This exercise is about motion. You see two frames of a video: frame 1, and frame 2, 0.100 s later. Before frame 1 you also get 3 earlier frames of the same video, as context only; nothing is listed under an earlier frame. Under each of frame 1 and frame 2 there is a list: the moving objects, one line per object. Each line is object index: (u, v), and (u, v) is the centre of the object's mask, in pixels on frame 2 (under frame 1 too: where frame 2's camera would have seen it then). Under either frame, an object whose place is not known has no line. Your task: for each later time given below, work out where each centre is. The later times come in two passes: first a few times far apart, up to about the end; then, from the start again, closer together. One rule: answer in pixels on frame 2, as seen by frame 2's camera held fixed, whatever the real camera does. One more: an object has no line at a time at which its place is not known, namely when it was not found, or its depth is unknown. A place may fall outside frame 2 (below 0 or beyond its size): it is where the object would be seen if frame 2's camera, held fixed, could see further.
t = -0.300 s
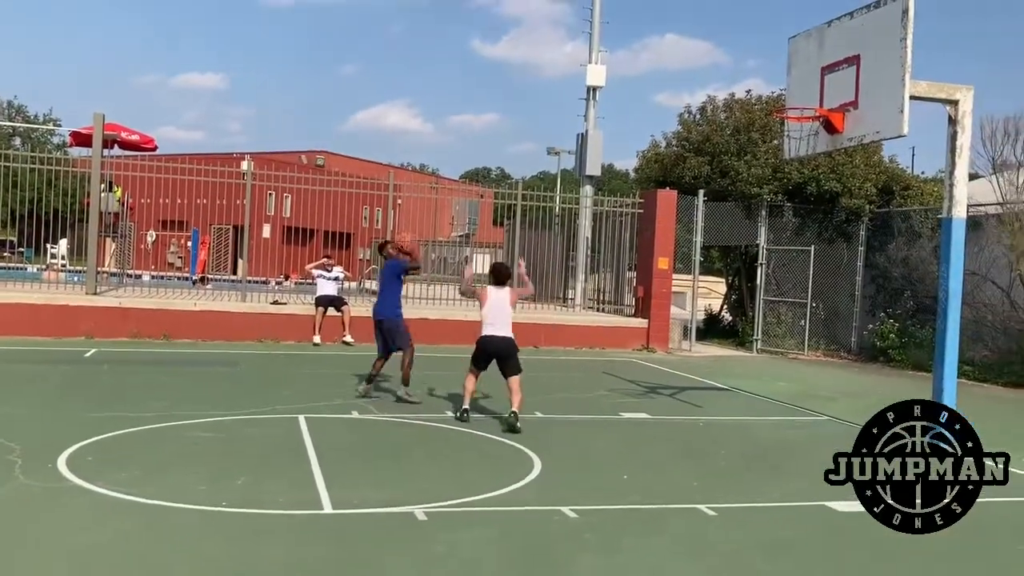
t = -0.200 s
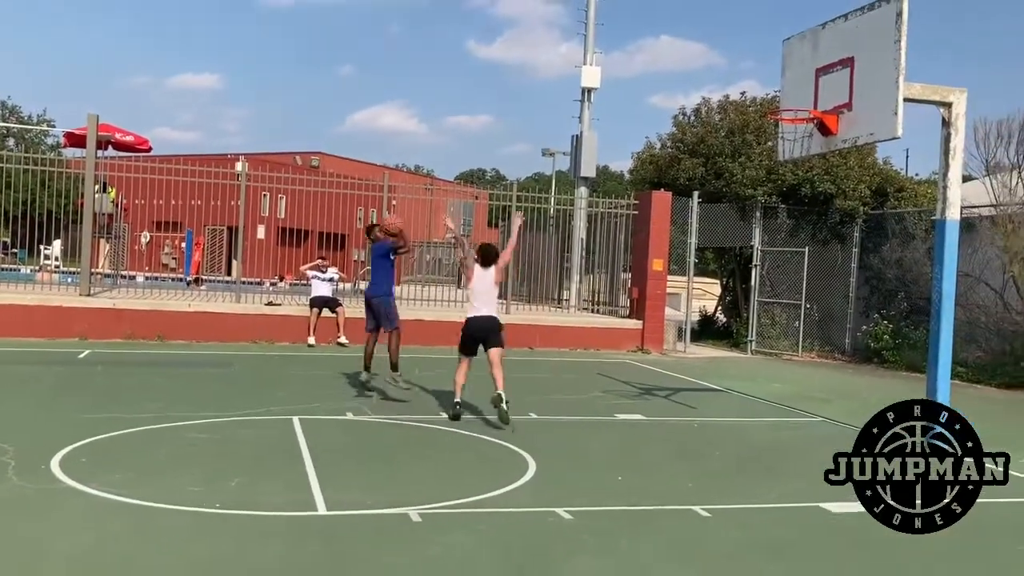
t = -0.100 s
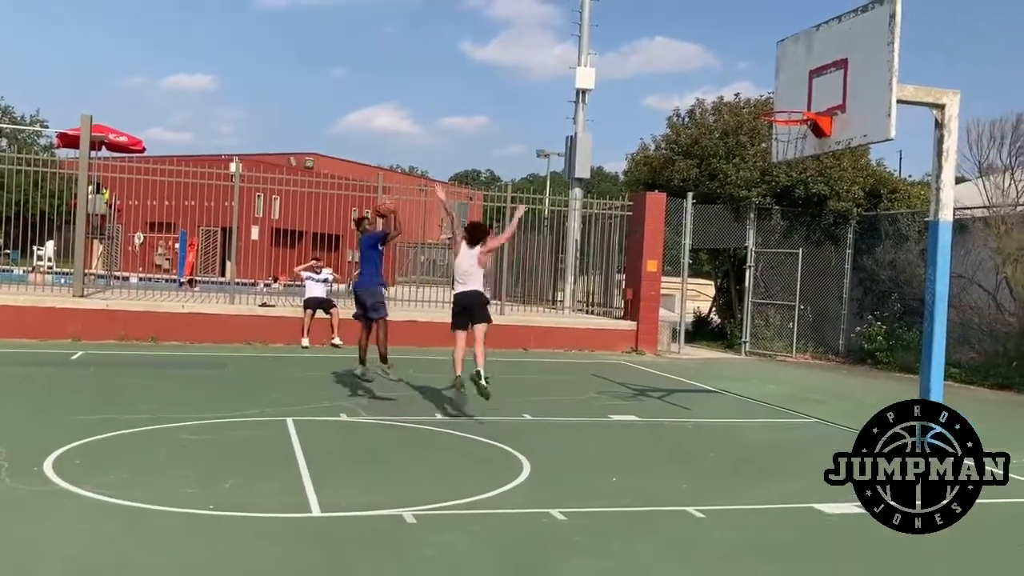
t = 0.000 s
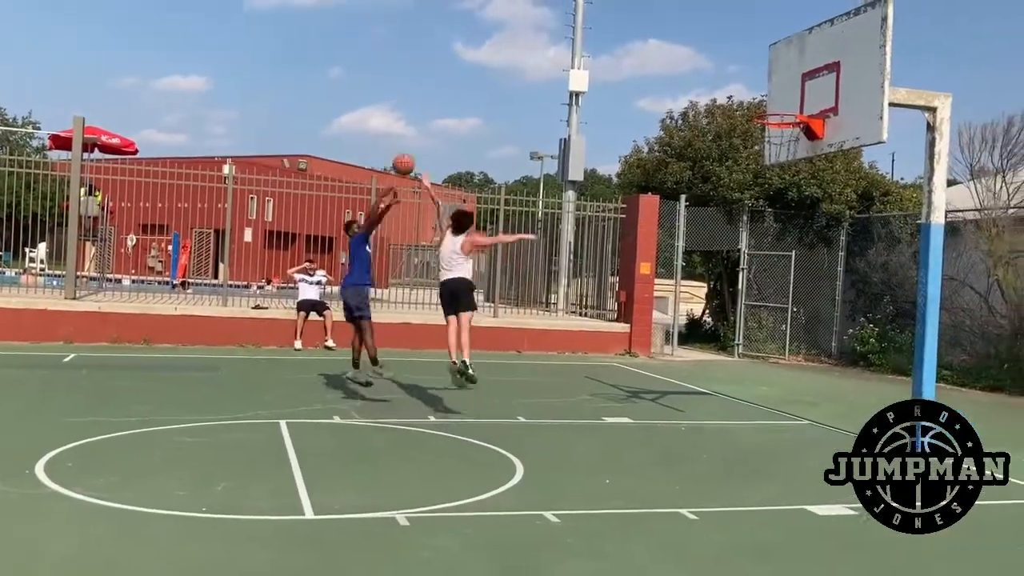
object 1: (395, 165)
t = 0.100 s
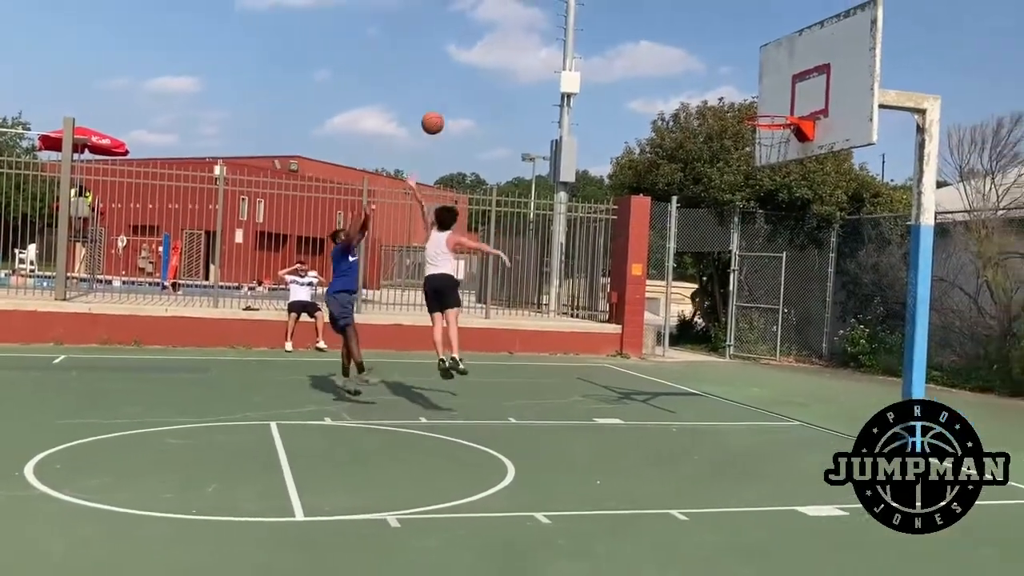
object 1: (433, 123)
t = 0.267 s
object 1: (496, 70)
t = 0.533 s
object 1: (602, 36)
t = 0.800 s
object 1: (715, 72)
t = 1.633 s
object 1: (754, 225)
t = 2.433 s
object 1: (791, 269)
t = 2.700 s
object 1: (804, 254)
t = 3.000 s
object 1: (816, 327)
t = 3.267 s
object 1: (821, 423)
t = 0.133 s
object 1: (445, 110)
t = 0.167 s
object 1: (458, 99)
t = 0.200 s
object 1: (470, 88)
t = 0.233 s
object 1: (483, 79)
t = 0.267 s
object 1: (496, 70)
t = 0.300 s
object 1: (509, 62)
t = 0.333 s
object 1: (522, 55)
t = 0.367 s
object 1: (536, 50)
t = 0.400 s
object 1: (549, 45)
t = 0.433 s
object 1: (562, 42)
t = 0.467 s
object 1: (575, 39)
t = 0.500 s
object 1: (588, 38)
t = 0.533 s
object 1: (602, 36)
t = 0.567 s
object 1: (615, 37)
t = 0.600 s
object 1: (629, 39)
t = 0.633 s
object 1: (643, 41)
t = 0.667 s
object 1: (657, 45)
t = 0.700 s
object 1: (671, 51)
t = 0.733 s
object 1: (686, 56)
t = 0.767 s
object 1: (701, 63)
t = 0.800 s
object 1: (715, 72)
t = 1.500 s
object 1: (754, 184)
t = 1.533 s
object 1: (754, 194)
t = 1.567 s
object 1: (755, 202)
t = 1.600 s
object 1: (754, 213)
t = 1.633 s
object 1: (754, 225)
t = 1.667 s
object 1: (755, 239)
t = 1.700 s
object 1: (755, 253)
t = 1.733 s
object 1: (756, 268)
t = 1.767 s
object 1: (756, 284)
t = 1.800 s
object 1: (757, 303)
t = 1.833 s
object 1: (756, 320)
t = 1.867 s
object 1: (757, 341)
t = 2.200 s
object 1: (776, 345)
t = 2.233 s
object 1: (778, 330)
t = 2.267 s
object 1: (781, 317)
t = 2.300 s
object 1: (782, 304)
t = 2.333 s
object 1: (785, 293)
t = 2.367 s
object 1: (787, 285)
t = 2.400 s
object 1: (789, 276)
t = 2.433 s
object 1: (791, 269)
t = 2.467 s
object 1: (793, 263)
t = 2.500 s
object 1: (794, 258)
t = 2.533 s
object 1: (796, 254)
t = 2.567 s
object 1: (798, 253)
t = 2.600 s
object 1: (799, 251)
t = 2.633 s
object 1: (801, 251)
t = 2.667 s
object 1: (803, 251)
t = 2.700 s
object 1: (804, 254)
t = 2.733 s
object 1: (806, 258)
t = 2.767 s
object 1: (808, 263)
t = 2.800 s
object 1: (809, 268)
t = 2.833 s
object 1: (810, 275)
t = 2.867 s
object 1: (811, 283)
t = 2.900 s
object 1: (812, 292)
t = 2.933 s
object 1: (813, 303)
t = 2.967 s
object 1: (815, 315)
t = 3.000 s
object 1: (816, 327)
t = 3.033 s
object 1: (817, 341)
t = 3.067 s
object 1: (818, 356)
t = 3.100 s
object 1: (818, 372)
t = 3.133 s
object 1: (818, 389)
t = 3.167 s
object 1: (819, 406)
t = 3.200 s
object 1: (819, 424)
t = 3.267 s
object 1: (821, 423)
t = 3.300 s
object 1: (824, 410)
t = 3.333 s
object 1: (825, 395)
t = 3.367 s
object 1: (826, 381)
